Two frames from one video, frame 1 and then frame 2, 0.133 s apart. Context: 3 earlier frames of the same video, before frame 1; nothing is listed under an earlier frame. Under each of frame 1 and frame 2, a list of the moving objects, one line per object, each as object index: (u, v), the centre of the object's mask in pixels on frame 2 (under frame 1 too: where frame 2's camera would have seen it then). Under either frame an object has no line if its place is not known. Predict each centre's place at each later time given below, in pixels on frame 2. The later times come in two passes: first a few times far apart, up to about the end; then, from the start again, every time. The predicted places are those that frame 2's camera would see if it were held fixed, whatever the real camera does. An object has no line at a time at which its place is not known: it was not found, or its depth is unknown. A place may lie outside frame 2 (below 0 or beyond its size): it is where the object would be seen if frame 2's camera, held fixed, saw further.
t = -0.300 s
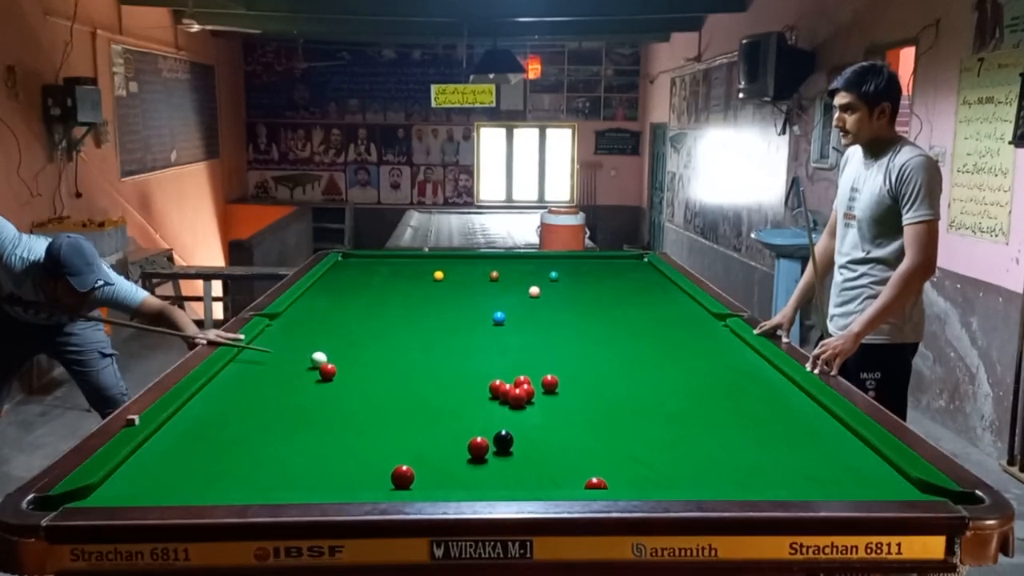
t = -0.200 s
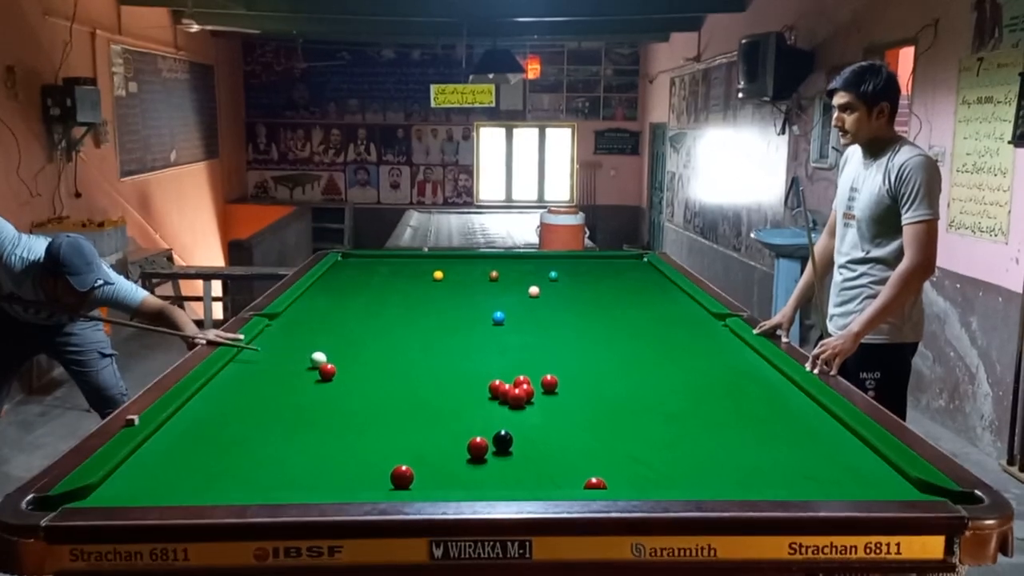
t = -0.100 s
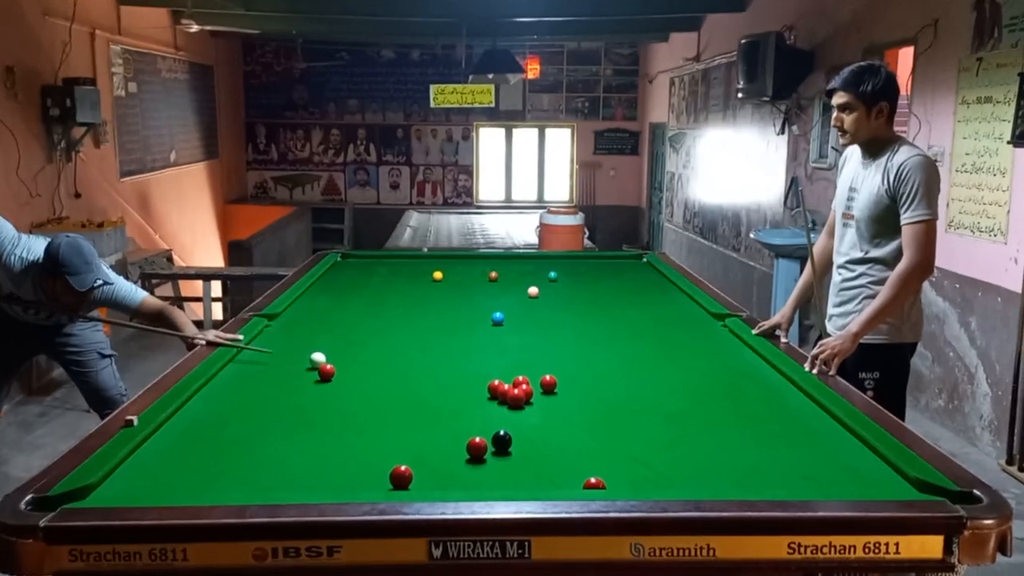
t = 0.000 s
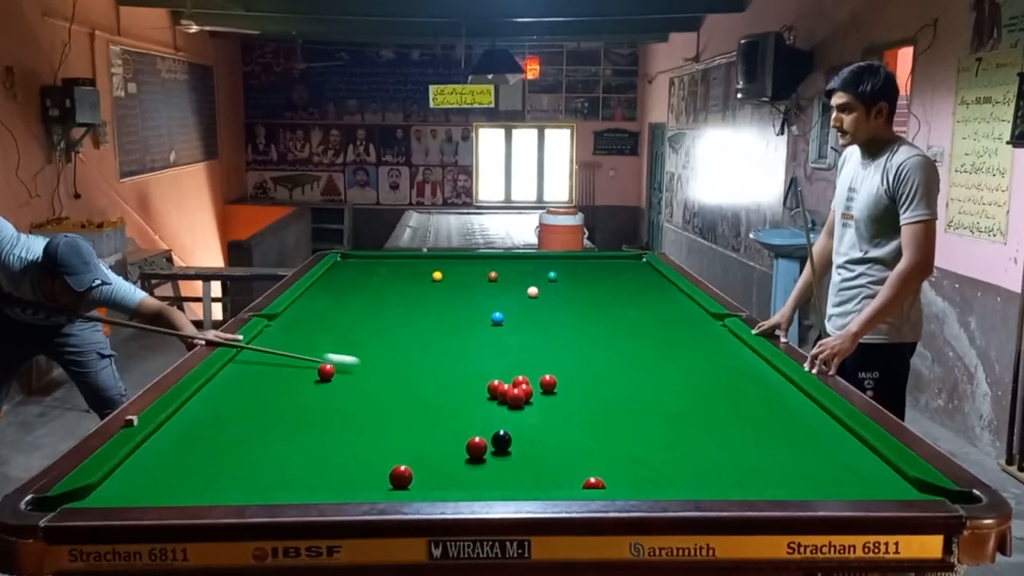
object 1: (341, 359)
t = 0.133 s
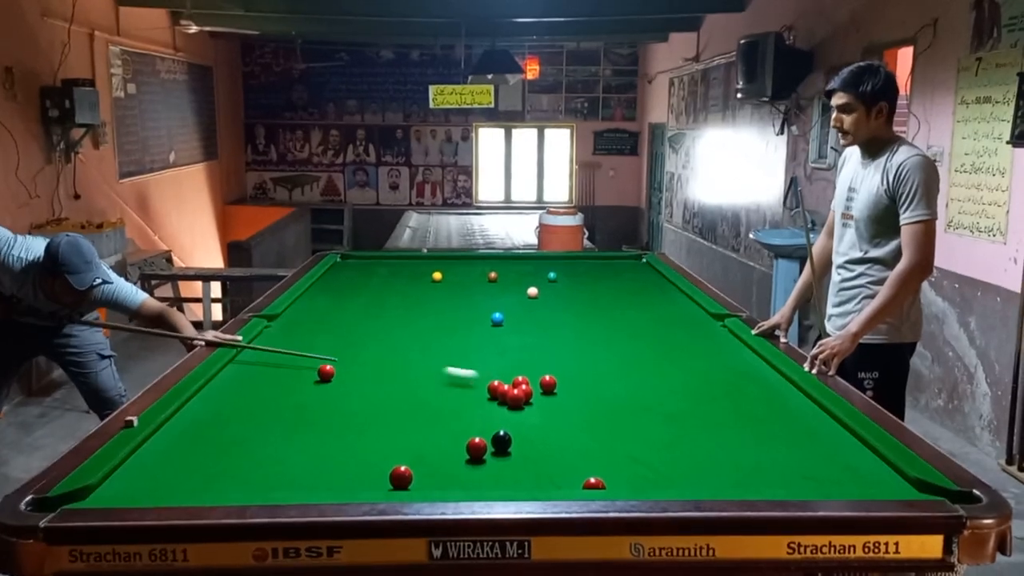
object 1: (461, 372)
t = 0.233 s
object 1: (516, 377)
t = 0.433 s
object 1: (559, 370)
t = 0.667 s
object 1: (605, 363)
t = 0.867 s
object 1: (642, 357)
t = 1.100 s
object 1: (681, 350)
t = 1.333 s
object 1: (718, 345)
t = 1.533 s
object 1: (732, 341)
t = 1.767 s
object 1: (701, 337)
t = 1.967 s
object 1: (677, 334)
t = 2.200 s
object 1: (652, 330)
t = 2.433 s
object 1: (629, 327)
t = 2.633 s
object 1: (611, 325)
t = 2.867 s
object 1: (592, 323)
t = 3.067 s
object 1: (577, 320)
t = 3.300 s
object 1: (562, 319)
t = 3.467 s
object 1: (551, 317)
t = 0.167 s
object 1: (489, 375)
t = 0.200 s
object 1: (510, 377)
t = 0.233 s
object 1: (516, 377)
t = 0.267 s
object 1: (523, 376)
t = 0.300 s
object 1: (529, 375)
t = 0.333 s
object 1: (536, 373)
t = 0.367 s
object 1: (543, 370)
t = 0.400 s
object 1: (551, 369)
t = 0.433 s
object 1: (559, 370)
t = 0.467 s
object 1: (565, 369)
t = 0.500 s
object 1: (572, 368)
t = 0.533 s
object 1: (579, 367)
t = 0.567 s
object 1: (586, 366)
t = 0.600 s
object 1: (592, 364)
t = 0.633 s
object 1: (599, 363)
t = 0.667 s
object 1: (605, 363)
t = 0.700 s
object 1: (611, 362)
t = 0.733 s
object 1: (618, 359)
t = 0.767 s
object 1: (624, 359)
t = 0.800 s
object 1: (630, 358)
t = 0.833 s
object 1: (636, 357)
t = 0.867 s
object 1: (642, 357)
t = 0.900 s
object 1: (648, 356)
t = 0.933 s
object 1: (654, 354)
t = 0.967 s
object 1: (659, 354)
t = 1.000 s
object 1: (665, 352)
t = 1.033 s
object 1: (670, 352)
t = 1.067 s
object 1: (676, 351)
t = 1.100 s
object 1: (681, 350)
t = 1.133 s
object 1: (687, 350)
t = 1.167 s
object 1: (692, 349)
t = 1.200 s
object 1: (697, 348)
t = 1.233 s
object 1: (702, 347)
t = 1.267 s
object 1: (708, 346)
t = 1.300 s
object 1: (713, 345)
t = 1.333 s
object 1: (718, 345)
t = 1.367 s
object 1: (723, 344)
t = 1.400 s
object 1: (728, 344)
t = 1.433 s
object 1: (732, 343)
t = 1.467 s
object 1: (737, 342)
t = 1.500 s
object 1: (736, 341)
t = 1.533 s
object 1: (732, 341)
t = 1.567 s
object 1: (727, 340)
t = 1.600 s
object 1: (723, 339)
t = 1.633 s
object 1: (718, 338)
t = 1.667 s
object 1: (714, 338)
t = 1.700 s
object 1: (709, 338)
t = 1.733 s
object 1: (705, 337)
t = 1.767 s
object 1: (701, 337)
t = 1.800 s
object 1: (697, 336)
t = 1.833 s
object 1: (693, 336)
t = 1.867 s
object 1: (689, 335)
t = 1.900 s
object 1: (685, 335)
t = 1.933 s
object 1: (681, 335)
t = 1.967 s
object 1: (677, 334)
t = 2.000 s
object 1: (673, 333)
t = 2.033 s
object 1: (670, 332)
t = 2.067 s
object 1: (666, 332)
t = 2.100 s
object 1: (662, 331)
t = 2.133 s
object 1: (659, 331)
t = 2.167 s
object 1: (655, 330)
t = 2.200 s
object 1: (652, 330)
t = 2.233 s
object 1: (648, 330)
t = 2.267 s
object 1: (645, 329)
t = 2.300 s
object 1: (641, 329)
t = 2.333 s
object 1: (639, 328)
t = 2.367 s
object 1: (635, 328)
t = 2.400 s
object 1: (632, 327)
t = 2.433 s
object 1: (629, 327)
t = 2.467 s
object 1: (626, 327)
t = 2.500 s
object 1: (623, 326)
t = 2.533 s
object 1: (620, 326)
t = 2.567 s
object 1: (617, 326)
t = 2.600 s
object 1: (614, 325)
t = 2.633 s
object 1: (611, 325)
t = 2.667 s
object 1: (608, 325)
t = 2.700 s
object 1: (605, 324)
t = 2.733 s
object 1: (602, 324)
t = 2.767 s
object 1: (600, 323)
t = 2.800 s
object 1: (597, 323)
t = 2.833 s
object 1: (595, 323)
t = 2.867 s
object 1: (592, 323)
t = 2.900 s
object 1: (590, 322)
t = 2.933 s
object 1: (587, 322)
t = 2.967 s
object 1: (585, 322)
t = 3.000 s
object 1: (582, 321)
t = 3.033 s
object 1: (580, 321)
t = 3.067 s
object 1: (577, 320)
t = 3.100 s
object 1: (575, 320)
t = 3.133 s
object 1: (573, 320)
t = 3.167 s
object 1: (571, 319)
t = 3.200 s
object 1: (568, 319)
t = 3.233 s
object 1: (566, 319)
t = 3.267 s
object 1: (564, 319)
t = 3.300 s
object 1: (562, 319)
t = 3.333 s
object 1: (560, 318)
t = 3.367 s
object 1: (558, 318)
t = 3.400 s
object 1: (556, 317)
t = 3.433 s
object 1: (554, 317)
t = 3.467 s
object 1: (551, 317)
